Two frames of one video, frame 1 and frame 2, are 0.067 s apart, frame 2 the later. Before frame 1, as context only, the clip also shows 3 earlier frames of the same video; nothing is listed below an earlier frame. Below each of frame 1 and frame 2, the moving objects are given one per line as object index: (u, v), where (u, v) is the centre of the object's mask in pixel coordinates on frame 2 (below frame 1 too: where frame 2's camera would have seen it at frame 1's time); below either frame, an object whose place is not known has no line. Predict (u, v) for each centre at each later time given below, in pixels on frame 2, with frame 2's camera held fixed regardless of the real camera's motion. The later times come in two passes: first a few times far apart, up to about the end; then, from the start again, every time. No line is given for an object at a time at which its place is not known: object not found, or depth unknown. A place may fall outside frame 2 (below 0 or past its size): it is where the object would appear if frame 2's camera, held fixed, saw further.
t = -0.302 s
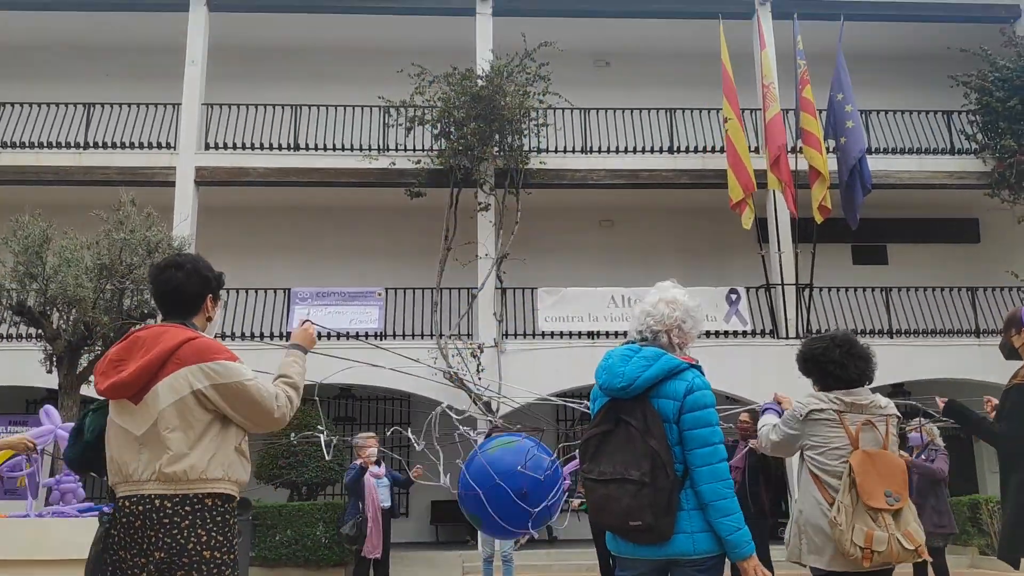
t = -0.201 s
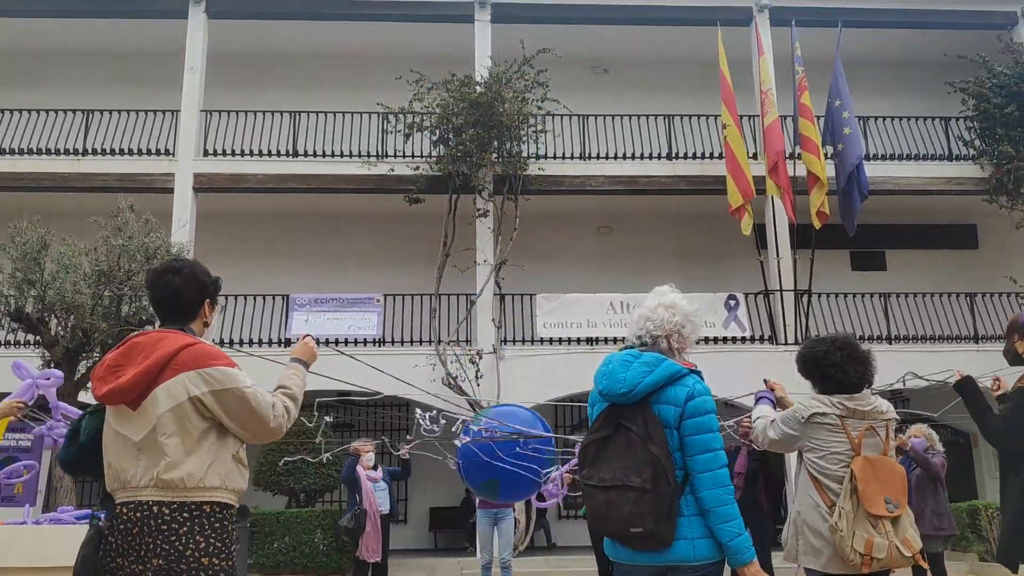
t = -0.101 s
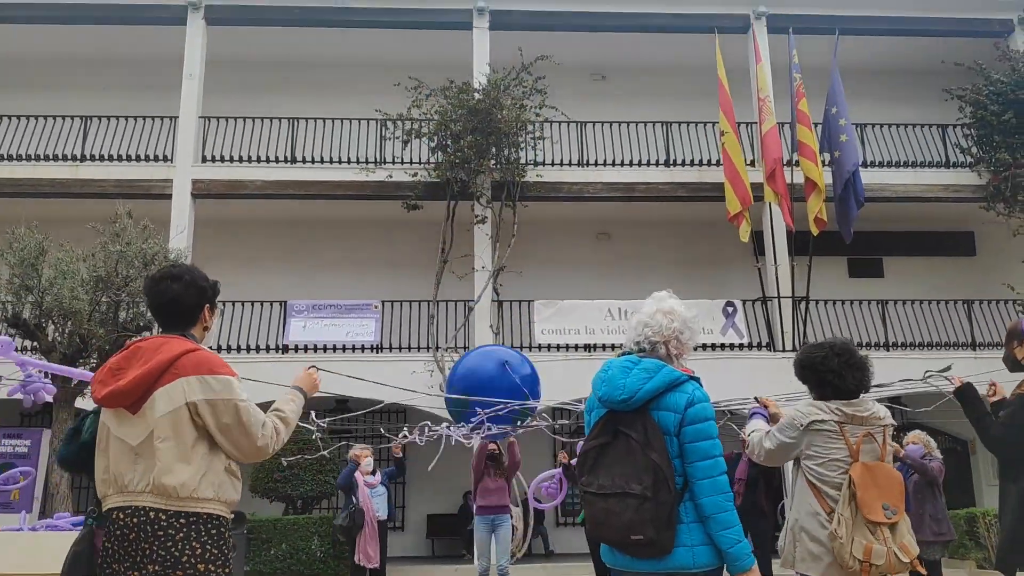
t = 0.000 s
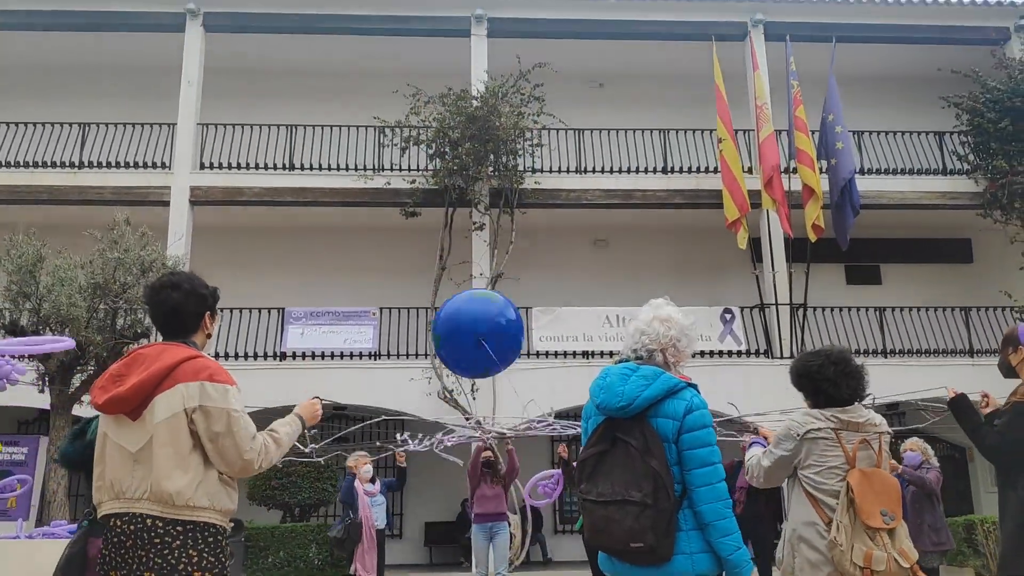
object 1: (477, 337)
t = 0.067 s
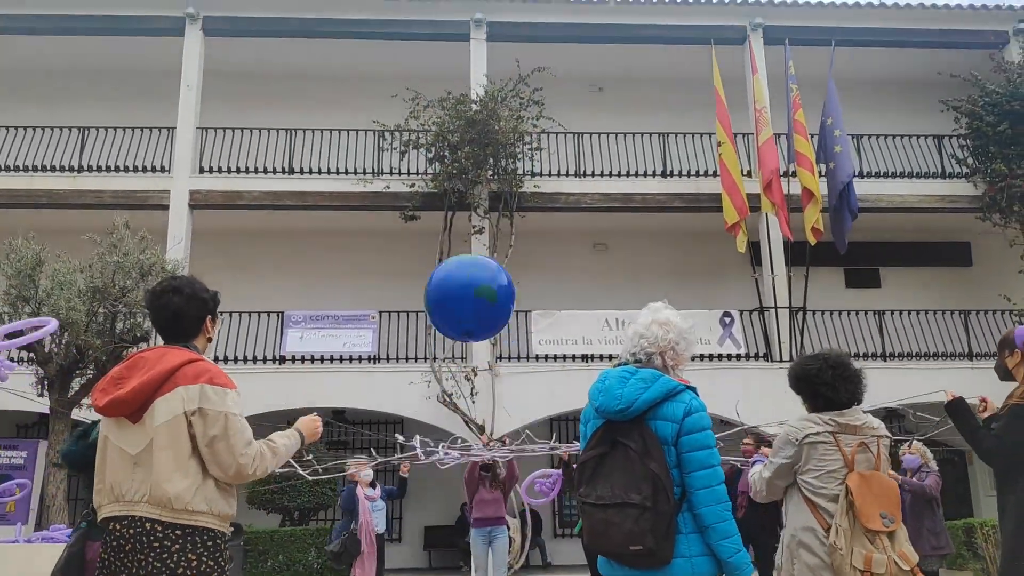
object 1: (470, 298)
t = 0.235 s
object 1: (456, 219)
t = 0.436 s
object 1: (450, 152)
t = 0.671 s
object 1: (454, 117)
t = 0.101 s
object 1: (466, 280)
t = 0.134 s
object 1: (463, 264)
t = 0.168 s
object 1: (460, 248)
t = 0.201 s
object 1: (458, 233)
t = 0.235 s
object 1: (456, 219)
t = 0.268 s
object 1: (454, 205)
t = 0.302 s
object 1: (453, 193)
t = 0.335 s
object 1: (452, 181)
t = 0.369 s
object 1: (451, 171)
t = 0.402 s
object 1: (451, 161)
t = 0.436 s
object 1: (450, 152)
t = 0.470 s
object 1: (450, 143)
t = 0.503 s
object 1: (450, 136)
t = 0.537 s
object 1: (451, 130)
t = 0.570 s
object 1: (451, 126)
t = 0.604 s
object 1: (452, 122)
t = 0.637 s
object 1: (453, 119)
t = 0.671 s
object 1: (454, 117)
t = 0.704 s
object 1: (456, 117)
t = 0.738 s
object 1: (458, 117)
